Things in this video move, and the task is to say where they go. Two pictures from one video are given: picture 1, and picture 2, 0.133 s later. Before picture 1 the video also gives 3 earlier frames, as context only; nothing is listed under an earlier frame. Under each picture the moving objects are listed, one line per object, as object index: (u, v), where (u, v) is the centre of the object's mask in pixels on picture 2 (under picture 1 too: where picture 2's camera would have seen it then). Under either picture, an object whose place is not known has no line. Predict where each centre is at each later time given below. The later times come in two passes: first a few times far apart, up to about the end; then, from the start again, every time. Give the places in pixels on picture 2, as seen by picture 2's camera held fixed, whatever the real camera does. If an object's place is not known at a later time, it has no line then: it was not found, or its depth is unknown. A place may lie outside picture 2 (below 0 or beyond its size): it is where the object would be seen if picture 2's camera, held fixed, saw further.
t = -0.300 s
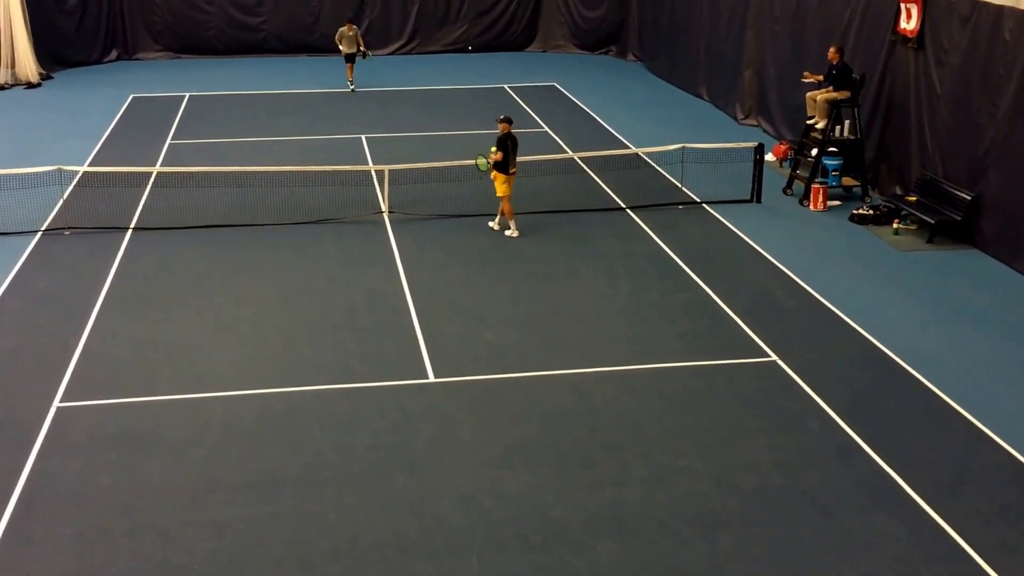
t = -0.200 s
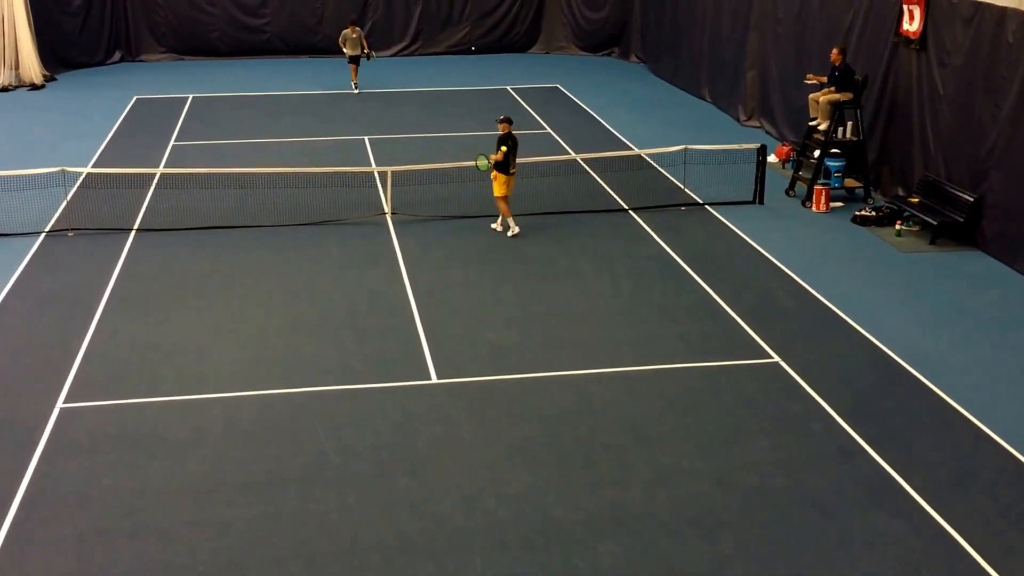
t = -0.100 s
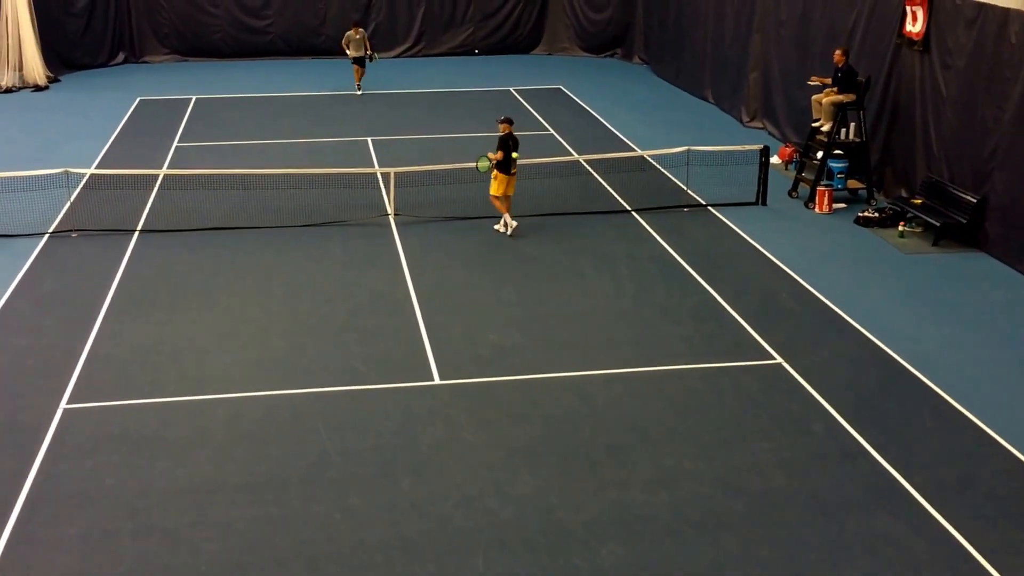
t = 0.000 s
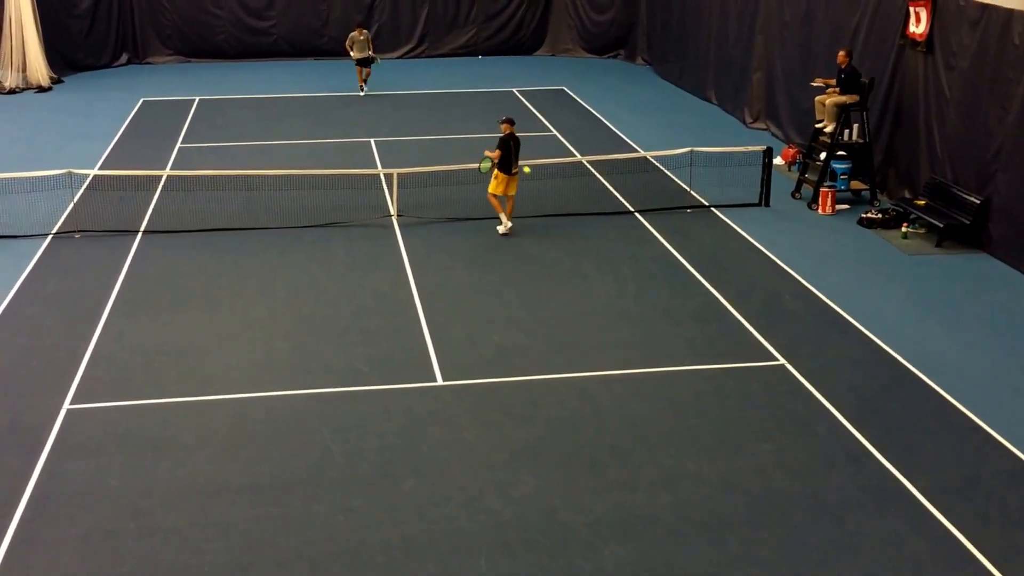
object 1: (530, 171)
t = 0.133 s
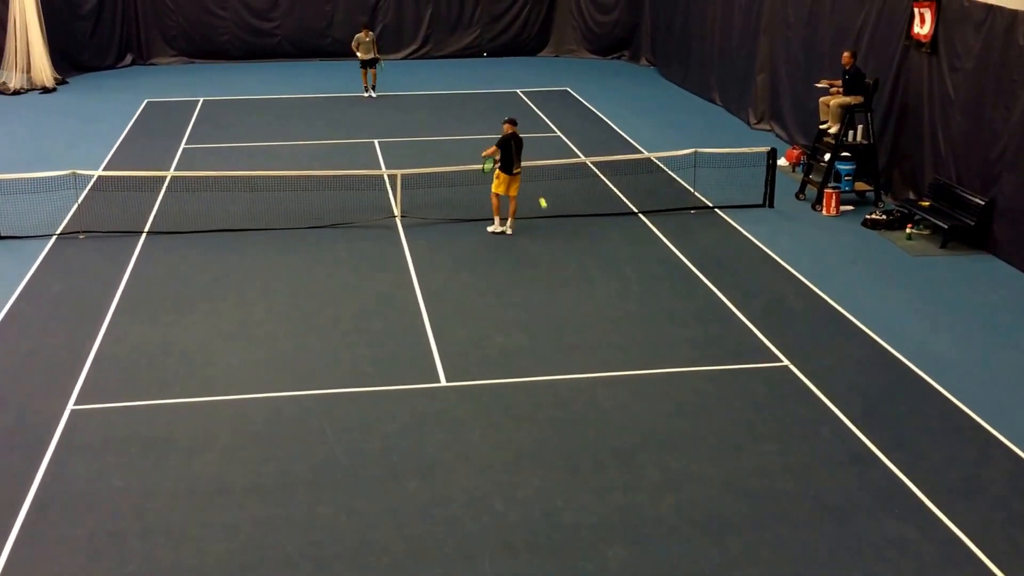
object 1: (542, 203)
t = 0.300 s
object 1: (559, 271)
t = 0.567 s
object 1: (587, 447)
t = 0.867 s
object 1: (616, 412)
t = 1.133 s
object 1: (642, 438)
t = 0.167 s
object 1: (546, 214)
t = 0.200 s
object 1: (549, 227)
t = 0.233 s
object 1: (552, 240)
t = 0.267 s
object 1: (556, 255)
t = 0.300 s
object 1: (559, 271)
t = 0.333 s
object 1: (563, 288)
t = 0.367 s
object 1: (566, 307)
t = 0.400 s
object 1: (569, 326)
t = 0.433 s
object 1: (573, 348)
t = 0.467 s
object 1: (577, 370)
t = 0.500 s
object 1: (580, 395)
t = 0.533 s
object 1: (584, 420)
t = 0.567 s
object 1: (587, 447)
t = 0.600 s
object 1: (591, 458)
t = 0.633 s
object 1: (594, 448)
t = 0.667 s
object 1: (597, 440)
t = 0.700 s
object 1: (600, 433)
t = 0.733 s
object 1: (603, 427)
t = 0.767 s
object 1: (606, 421)
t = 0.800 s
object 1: (609, 417)
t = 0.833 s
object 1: (613, 414)
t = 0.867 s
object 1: (616, 412)
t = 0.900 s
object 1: (619, 411)
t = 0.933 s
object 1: (622, 411)
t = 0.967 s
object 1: (626, 412)
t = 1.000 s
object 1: (629, 415)
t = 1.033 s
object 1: (632, 418)
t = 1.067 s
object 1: (636, 423)
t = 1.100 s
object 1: (639, 430)
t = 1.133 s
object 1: (642, 438)
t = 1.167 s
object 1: (646, 447)
